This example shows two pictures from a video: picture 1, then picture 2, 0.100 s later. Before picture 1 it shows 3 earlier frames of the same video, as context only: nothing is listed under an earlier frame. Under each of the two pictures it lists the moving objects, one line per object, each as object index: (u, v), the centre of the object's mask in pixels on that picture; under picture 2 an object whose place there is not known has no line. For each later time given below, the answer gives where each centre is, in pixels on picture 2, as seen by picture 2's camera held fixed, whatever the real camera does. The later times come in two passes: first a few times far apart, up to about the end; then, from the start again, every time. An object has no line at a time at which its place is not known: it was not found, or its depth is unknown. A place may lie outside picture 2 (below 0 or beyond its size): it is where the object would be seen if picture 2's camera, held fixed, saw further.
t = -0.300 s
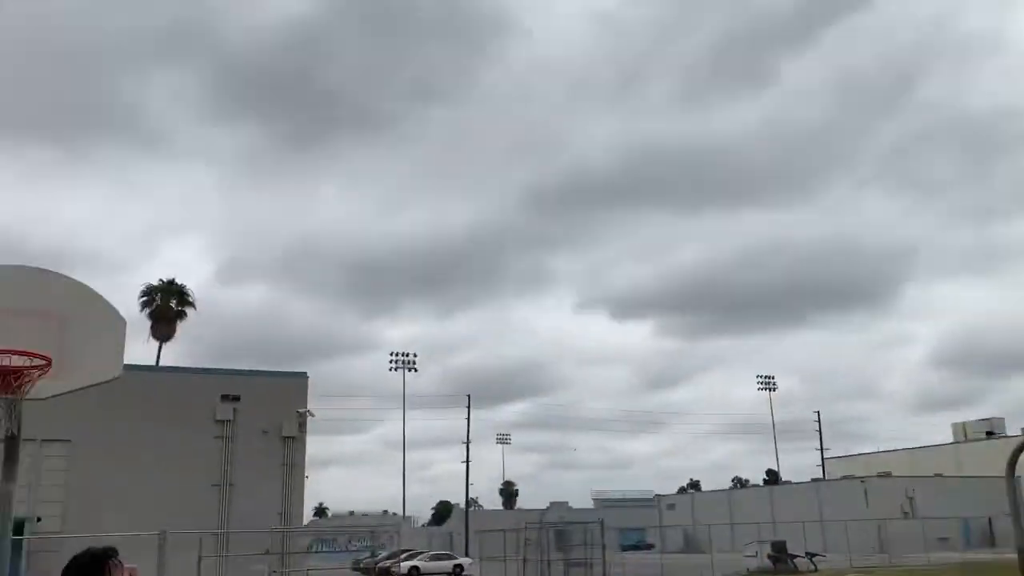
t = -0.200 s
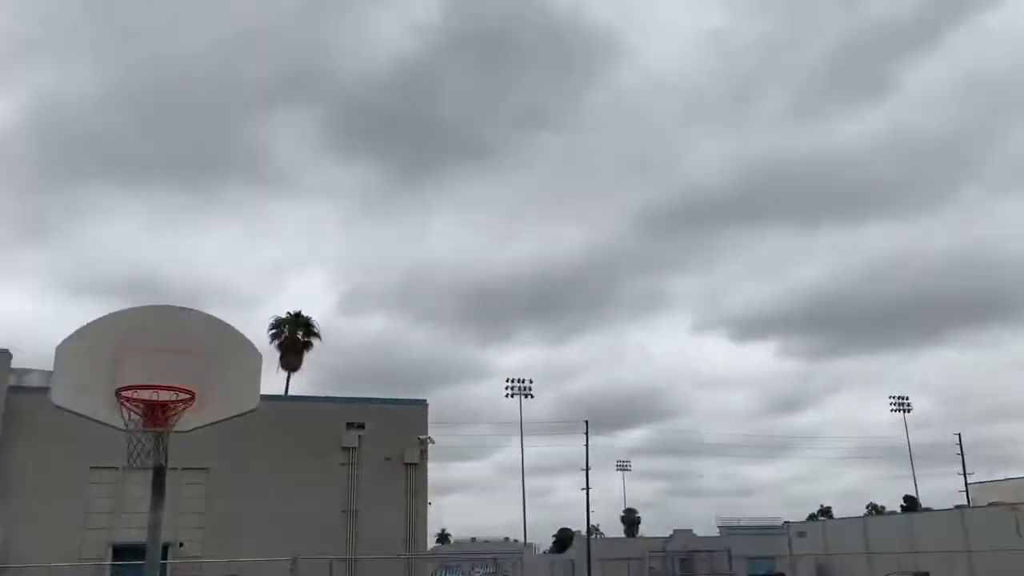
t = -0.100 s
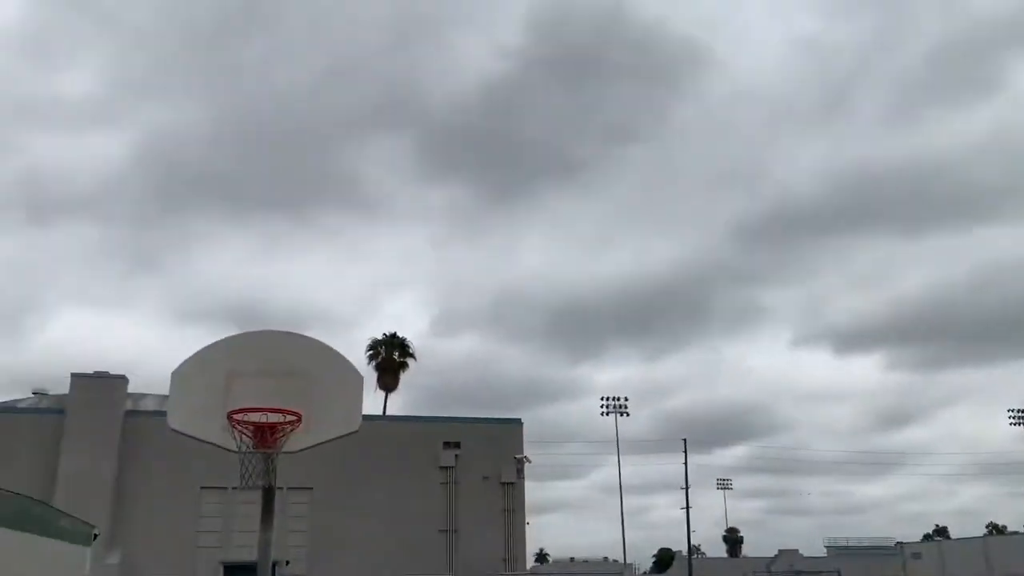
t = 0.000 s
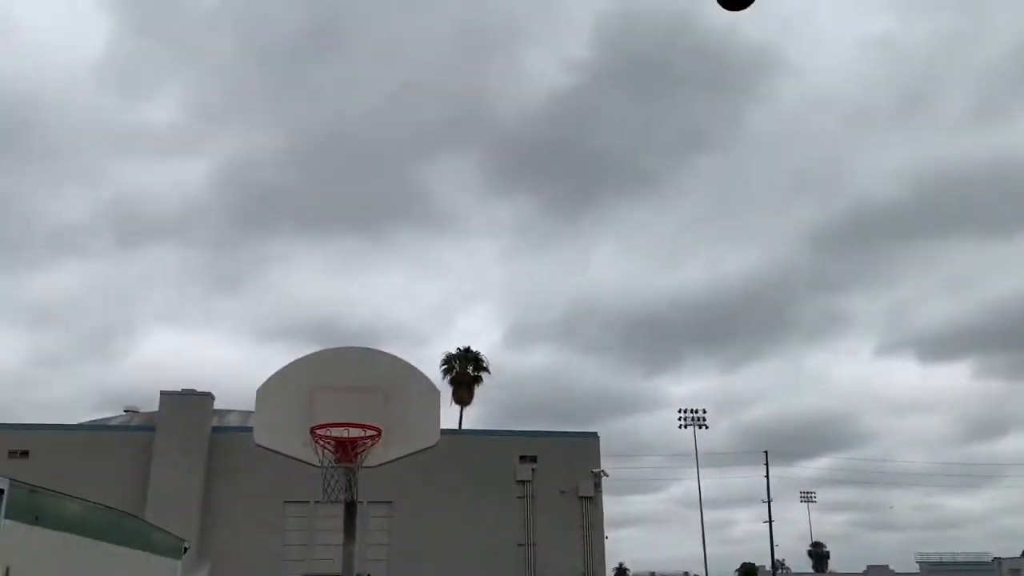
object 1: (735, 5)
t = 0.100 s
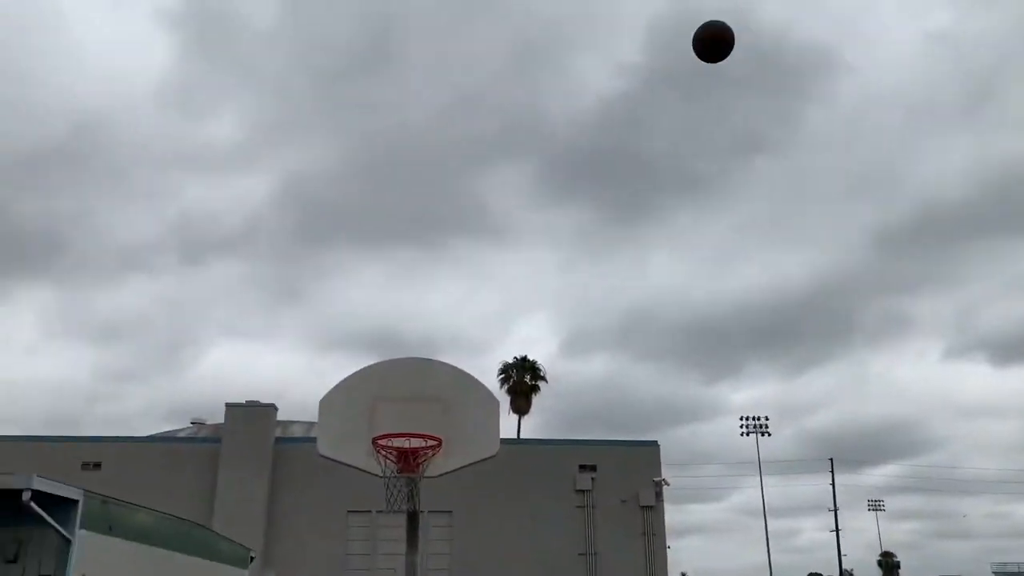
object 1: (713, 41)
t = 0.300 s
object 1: (585, 168)
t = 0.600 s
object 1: (435, 413)
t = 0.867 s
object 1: (429, 475)
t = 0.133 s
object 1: (689, 61)
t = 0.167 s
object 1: (666, 81)
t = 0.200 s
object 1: (645, 102)
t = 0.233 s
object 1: (624, 123)
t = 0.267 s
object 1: (604, 146)
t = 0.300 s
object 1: (585, 168)
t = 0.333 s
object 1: (567, 192)
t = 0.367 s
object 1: (549, 217)
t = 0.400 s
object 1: (531, 242)
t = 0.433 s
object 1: (514, 269)
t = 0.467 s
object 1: (497, 296)
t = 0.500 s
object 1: (481, 324)
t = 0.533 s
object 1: (465, 352)
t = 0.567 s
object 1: (450, 382)
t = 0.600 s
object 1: (435, 413)
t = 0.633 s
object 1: (418, 442)
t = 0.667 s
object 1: (399, 449)
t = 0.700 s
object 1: (393, 451)
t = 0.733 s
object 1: (395, 454)
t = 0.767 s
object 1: (404, 460)
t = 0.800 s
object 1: (414, 466)
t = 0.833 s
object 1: (421, 470)
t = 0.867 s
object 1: (429, 475)
